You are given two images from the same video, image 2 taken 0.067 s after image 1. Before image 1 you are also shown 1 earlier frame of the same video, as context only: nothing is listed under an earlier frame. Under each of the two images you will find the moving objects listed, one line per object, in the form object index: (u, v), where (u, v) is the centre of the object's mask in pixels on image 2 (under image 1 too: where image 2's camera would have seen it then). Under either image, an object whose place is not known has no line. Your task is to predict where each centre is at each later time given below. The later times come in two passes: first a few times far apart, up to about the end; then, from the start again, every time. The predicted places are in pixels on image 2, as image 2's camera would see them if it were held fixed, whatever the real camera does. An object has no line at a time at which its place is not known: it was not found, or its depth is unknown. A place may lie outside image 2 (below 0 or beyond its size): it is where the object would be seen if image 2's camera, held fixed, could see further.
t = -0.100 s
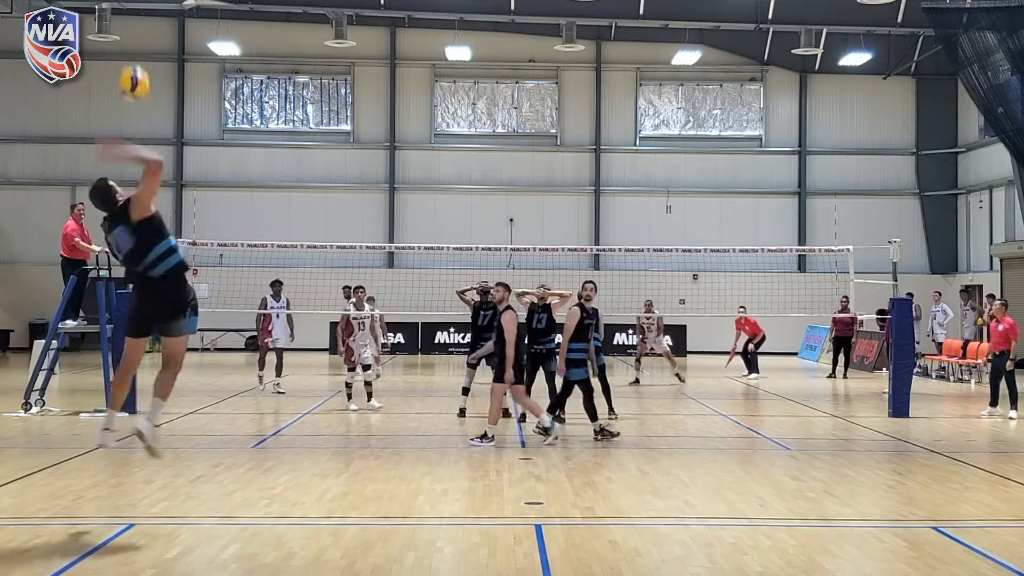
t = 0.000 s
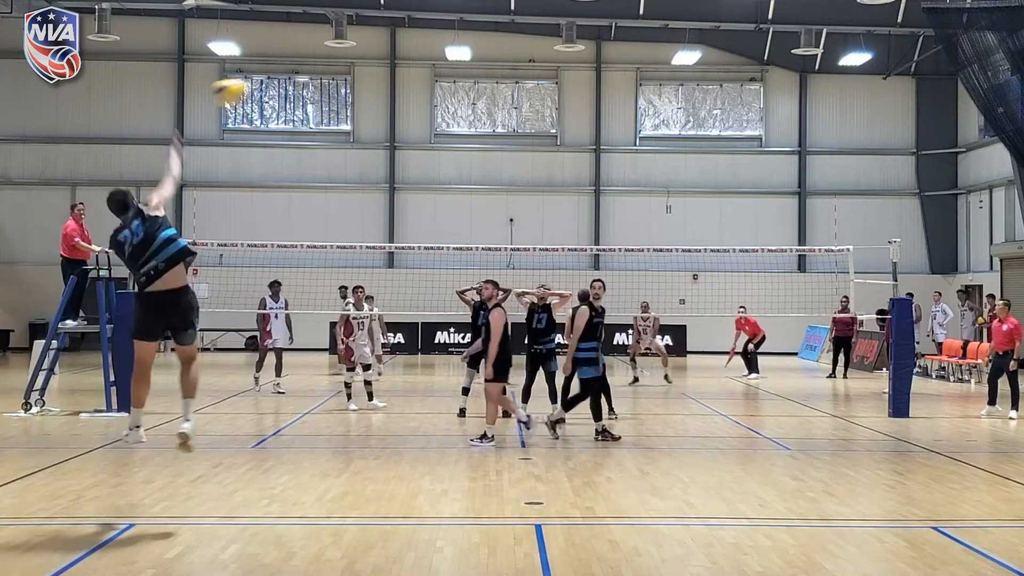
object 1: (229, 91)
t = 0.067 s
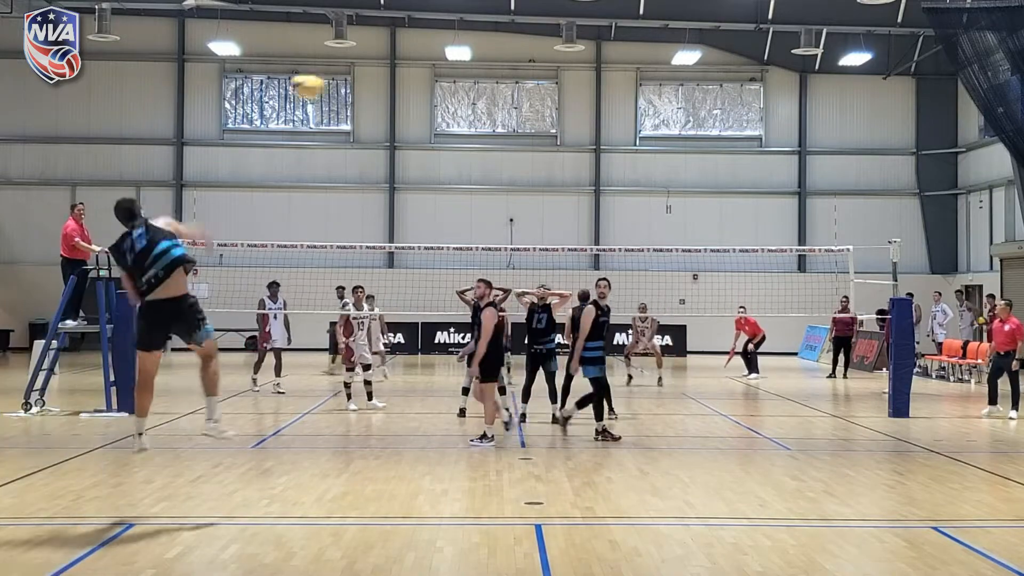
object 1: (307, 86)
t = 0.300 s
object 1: (477, 121)
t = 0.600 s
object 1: (594, 217)
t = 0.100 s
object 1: (340, 86)
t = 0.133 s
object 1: (369, 90)
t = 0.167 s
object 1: (394, 94)
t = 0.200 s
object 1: (418, 99)
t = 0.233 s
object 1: (437, 106)
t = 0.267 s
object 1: (459, 113)
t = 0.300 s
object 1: (477, 121)
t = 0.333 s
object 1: (493, 130)
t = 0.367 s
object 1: (509, 139)
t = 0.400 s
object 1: (523, 148)
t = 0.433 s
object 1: (536, 159)
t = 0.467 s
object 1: (549, 170)
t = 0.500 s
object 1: (560, 181)
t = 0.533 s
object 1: (572, 192)
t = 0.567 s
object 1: (582, 204)
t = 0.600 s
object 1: (594, 217)
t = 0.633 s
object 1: (595, 223)
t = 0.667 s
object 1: (604, 236)
